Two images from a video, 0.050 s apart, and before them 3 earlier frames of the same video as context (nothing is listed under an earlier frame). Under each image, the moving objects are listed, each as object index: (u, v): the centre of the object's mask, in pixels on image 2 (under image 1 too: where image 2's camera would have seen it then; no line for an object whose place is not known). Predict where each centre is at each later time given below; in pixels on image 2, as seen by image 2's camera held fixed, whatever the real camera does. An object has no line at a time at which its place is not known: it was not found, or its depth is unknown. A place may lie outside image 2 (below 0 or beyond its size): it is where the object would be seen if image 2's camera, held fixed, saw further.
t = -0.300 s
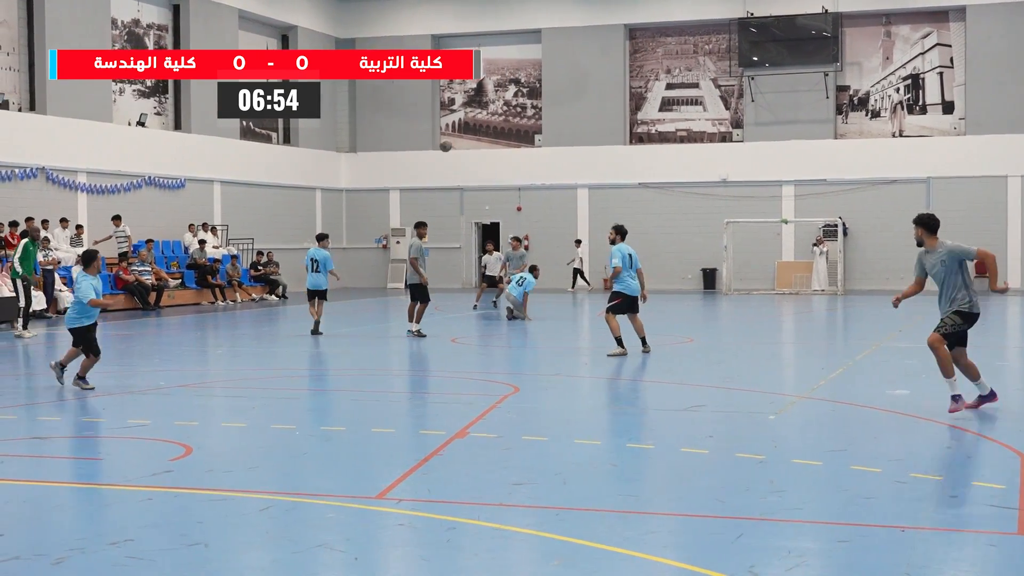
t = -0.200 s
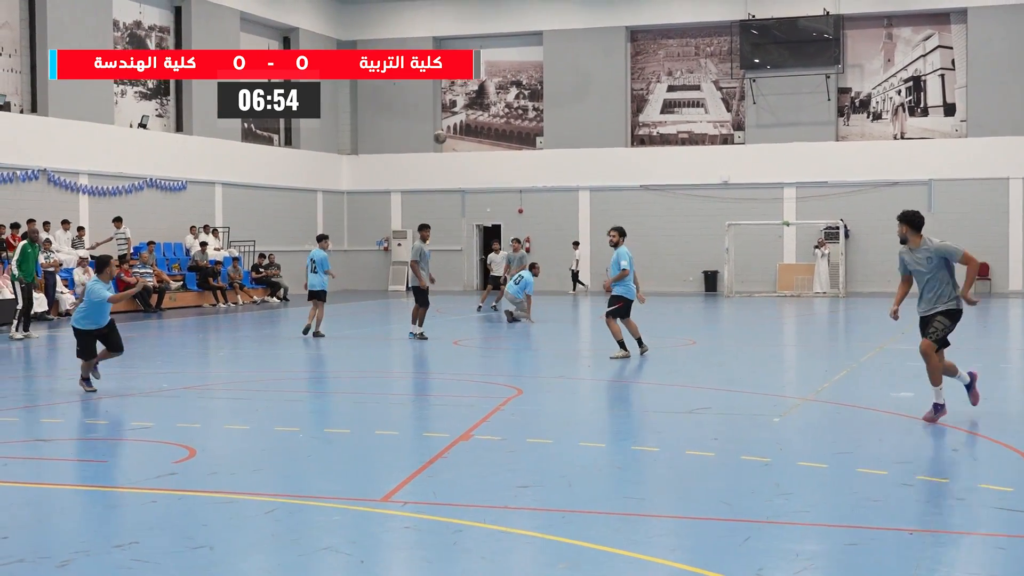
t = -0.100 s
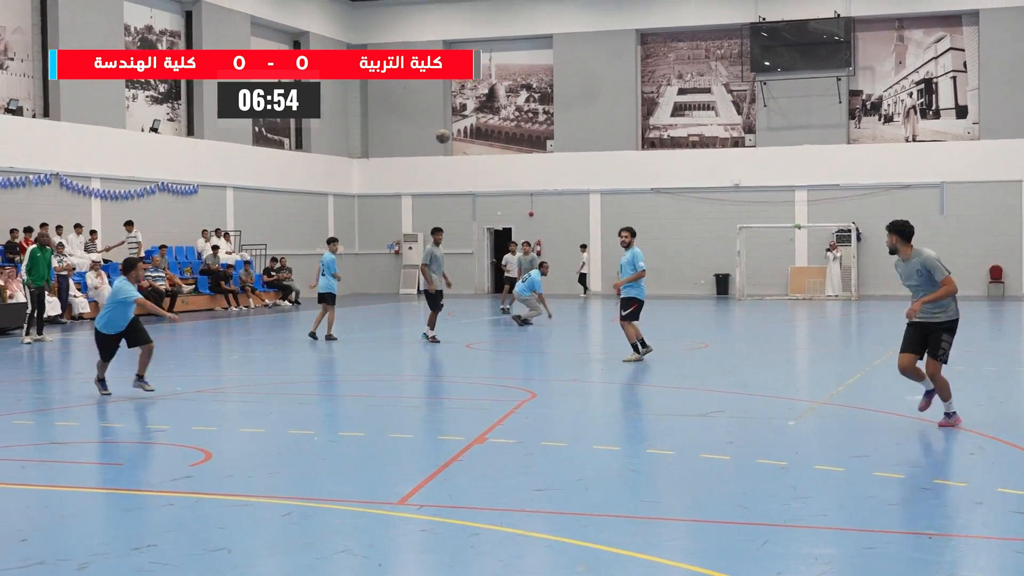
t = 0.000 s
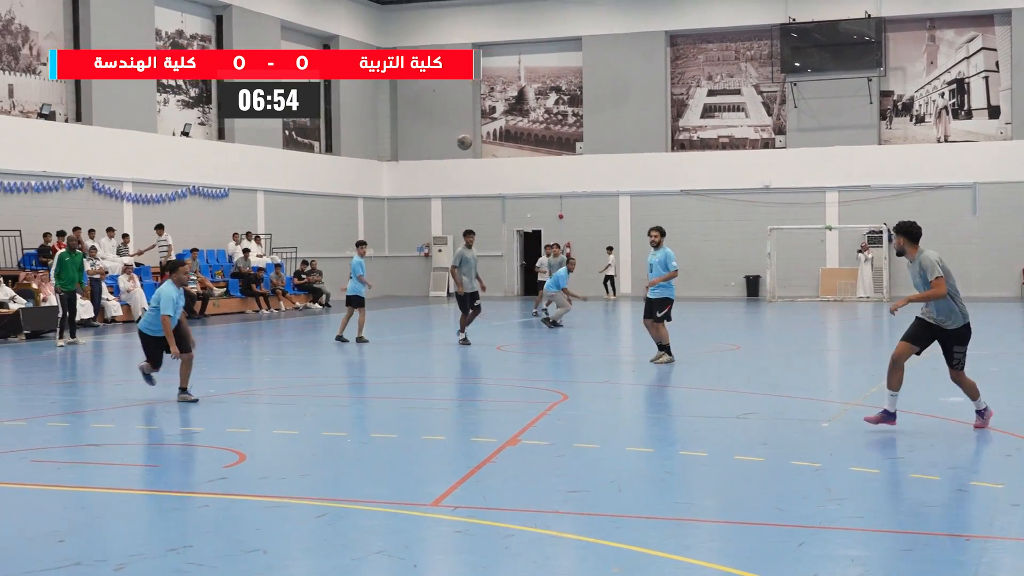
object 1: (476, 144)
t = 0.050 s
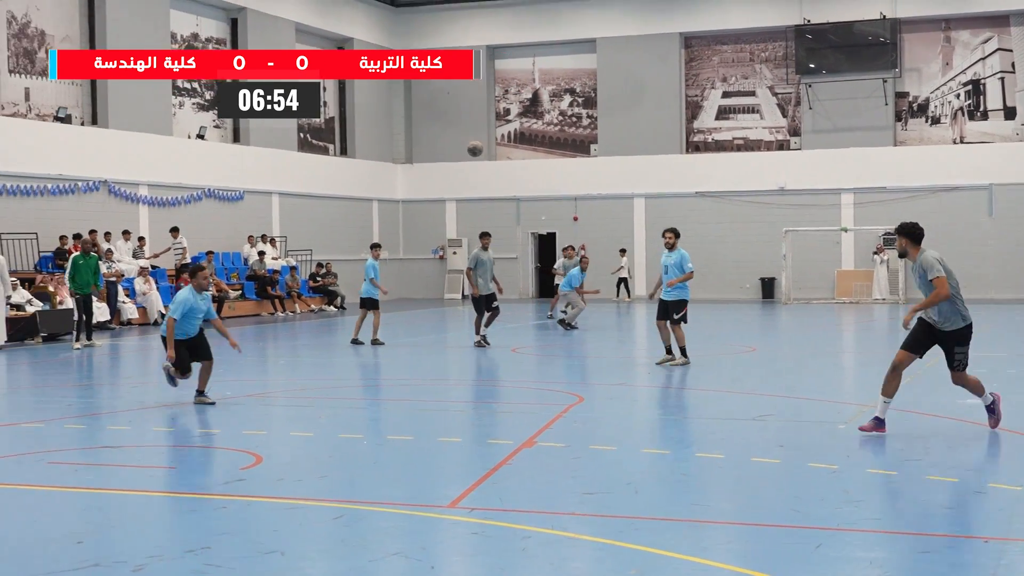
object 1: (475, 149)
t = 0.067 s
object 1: (474, 150)
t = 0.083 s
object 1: (474, 153)
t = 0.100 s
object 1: (473, 156)
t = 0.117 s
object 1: (473, 157)
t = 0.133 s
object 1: (472, 161)
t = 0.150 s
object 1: (472, 166)
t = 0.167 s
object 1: (472, 168)
